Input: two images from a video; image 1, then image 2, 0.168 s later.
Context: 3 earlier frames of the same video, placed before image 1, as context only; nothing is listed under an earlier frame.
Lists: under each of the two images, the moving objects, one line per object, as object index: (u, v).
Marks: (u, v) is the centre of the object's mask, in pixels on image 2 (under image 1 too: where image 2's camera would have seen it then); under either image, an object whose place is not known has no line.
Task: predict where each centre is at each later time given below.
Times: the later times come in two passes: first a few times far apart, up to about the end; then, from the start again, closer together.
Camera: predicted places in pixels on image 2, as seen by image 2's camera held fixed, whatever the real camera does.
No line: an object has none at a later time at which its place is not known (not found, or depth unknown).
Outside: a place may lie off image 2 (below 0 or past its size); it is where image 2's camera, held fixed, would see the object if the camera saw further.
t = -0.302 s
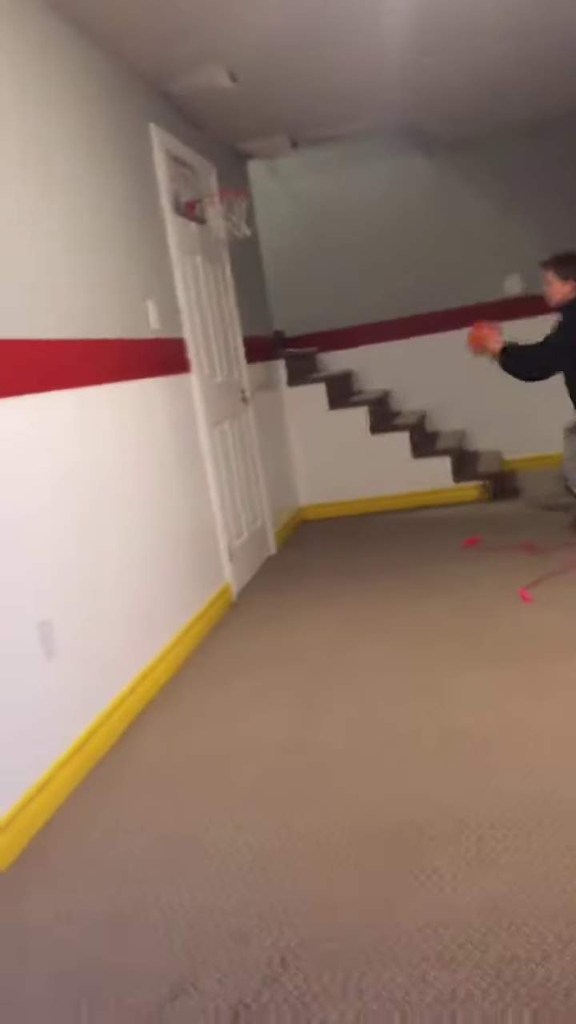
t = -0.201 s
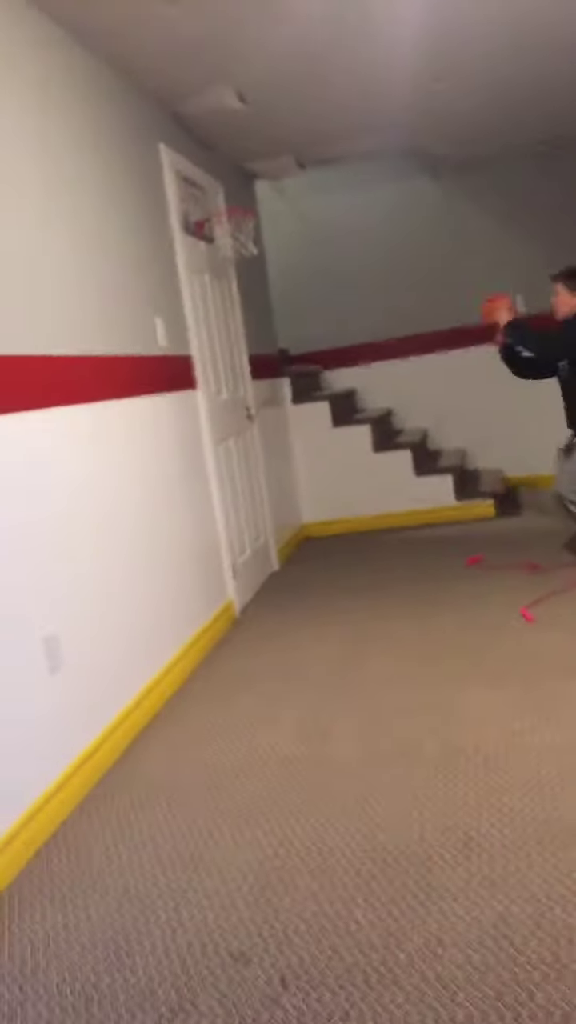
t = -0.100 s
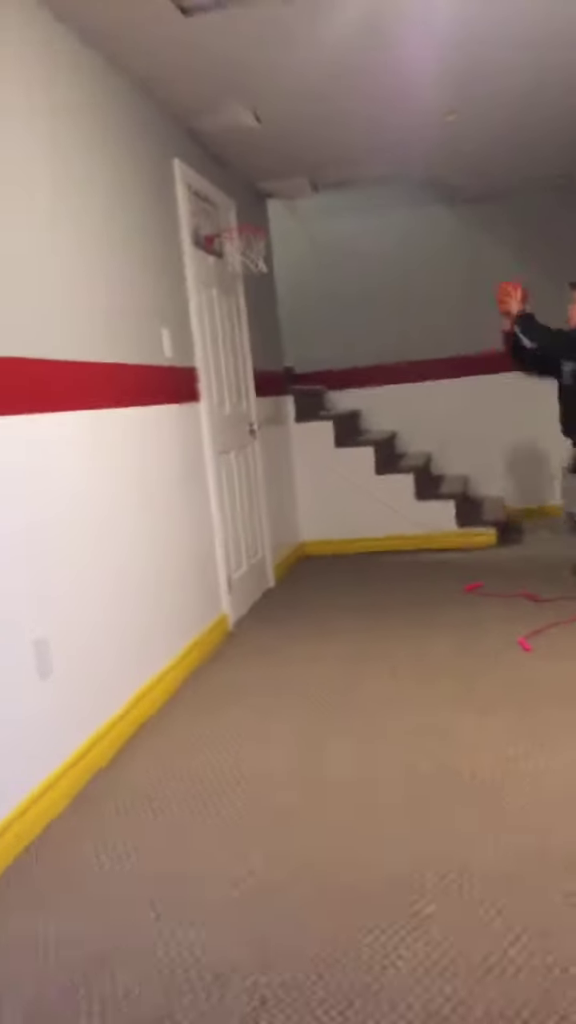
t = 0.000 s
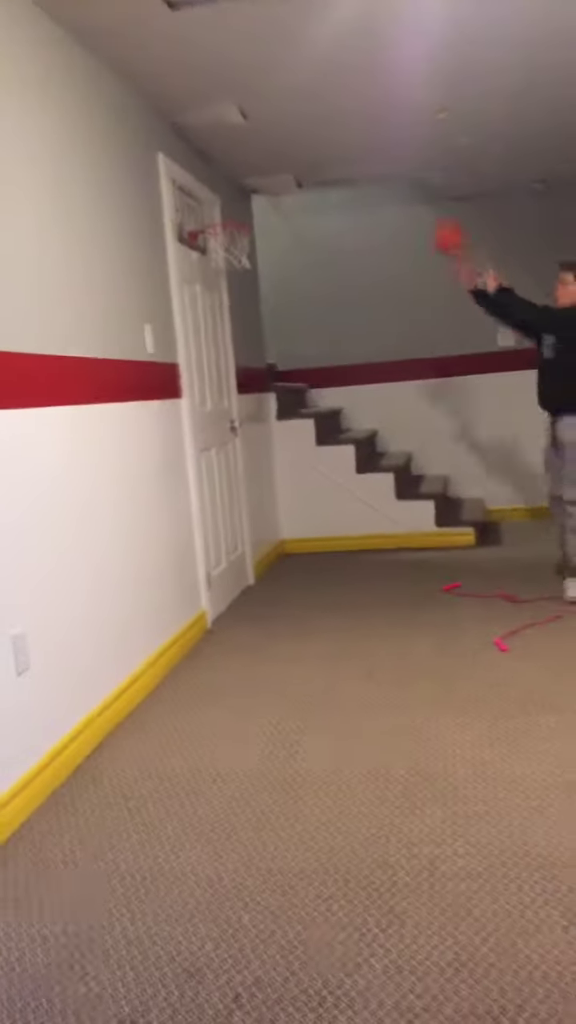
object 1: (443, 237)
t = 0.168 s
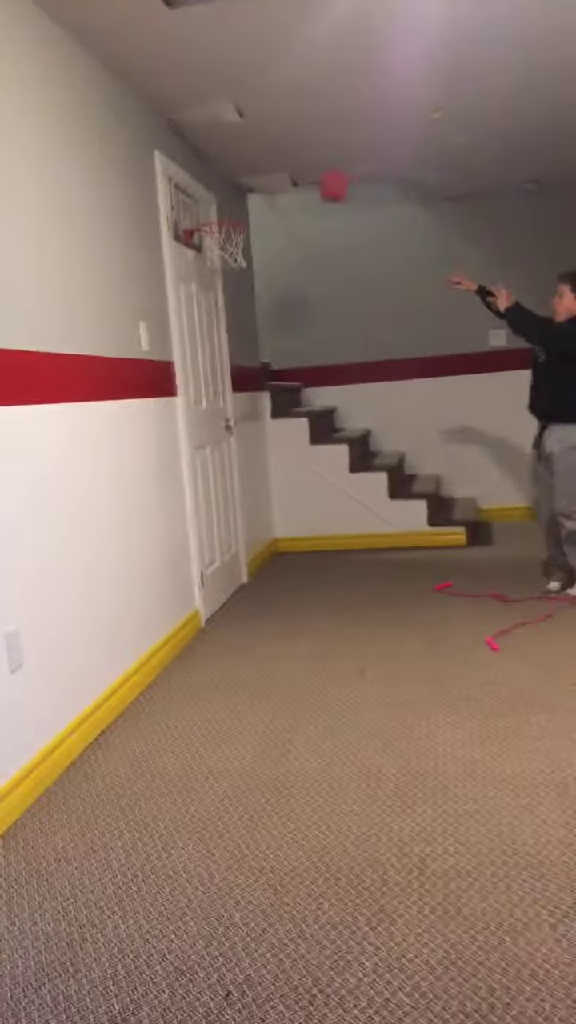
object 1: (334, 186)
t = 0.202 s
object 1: (314, 183)
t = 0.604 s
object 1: (263, 207)
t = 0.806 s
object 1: (319, 268)
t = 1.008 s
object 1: (374, 395)
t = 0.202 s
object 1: (314, 183)
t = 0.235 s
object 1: (293, 183)
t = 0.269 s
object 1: (273, 184)
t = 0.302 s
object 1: (255, 188)
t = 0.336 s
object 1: (236, 195)
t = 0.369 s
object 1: (227, 202)
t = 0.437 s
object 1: (215, 217)
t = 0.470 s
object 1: (227, 212)
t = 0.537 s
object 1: (244, 205)
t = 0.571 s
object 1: (254, 205)
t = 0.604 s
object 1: (263, 207)
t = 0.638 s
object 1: (273, 213)
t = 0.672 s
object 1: (282, 220)
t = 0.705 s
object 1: (292, 229)
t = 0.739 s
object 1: (299, 239)
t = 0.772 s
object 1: (309, 252)
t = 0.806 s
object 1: (319, 268)
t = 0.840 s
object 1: (327, 283)
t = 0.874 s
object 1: (337, 301)
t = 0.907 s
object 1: (346, 322)
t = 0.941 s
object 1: (355, 343)
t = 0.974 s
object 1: (364, 369)
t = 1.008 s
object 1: (374, 395)
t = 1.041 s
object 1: (382, 420)
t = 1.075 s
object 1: (390, 448)
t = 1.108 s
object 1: (398, 479)
